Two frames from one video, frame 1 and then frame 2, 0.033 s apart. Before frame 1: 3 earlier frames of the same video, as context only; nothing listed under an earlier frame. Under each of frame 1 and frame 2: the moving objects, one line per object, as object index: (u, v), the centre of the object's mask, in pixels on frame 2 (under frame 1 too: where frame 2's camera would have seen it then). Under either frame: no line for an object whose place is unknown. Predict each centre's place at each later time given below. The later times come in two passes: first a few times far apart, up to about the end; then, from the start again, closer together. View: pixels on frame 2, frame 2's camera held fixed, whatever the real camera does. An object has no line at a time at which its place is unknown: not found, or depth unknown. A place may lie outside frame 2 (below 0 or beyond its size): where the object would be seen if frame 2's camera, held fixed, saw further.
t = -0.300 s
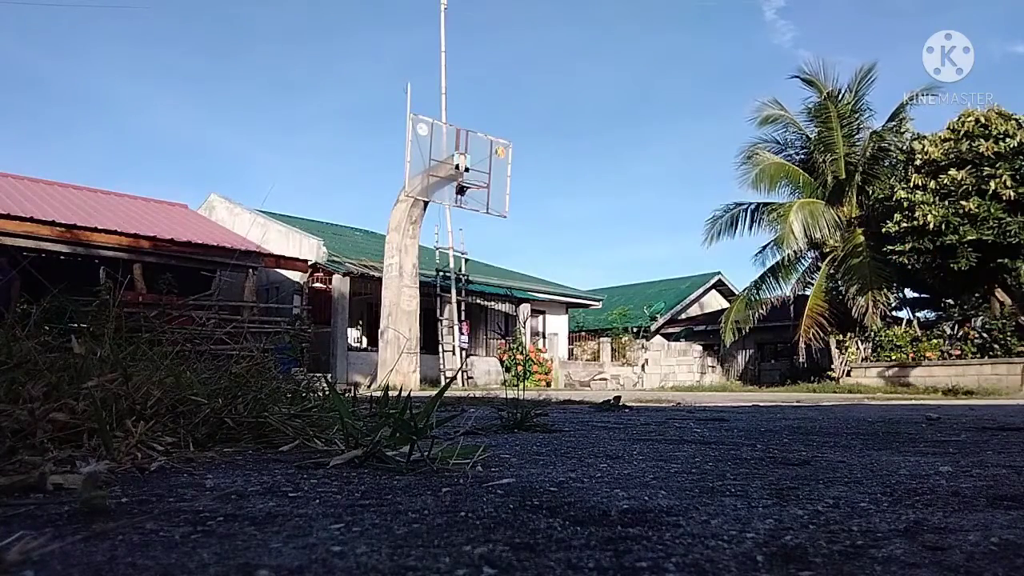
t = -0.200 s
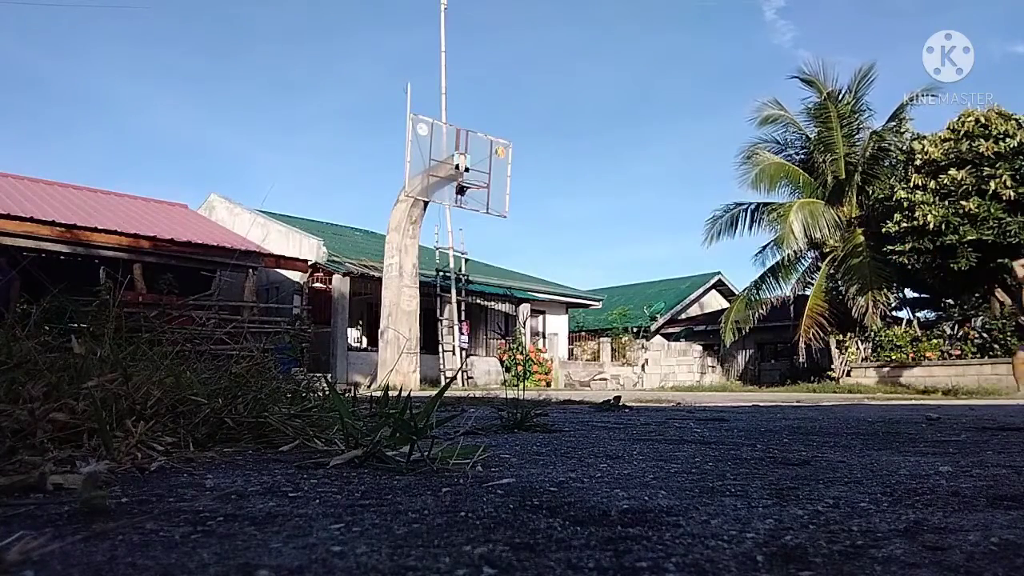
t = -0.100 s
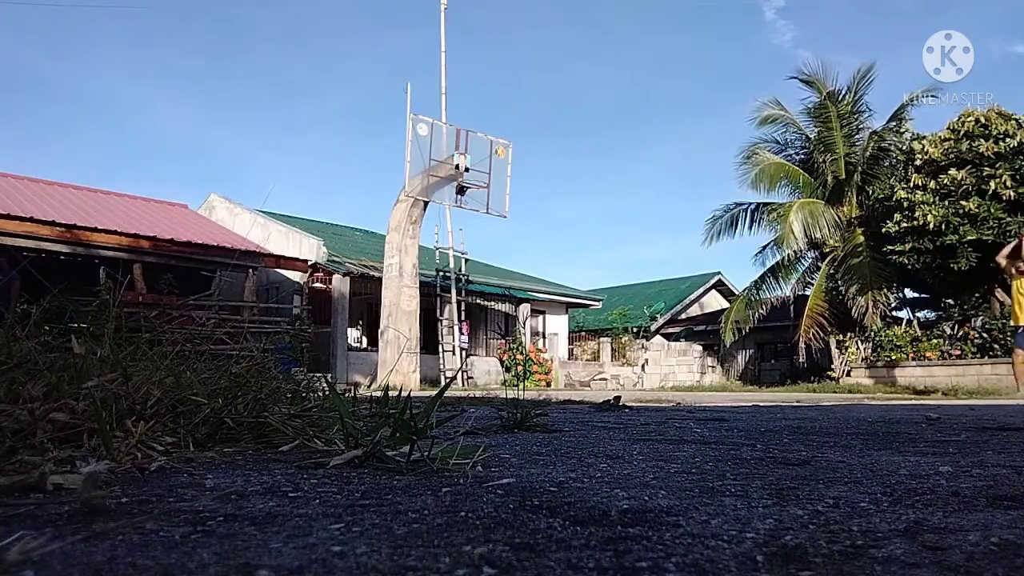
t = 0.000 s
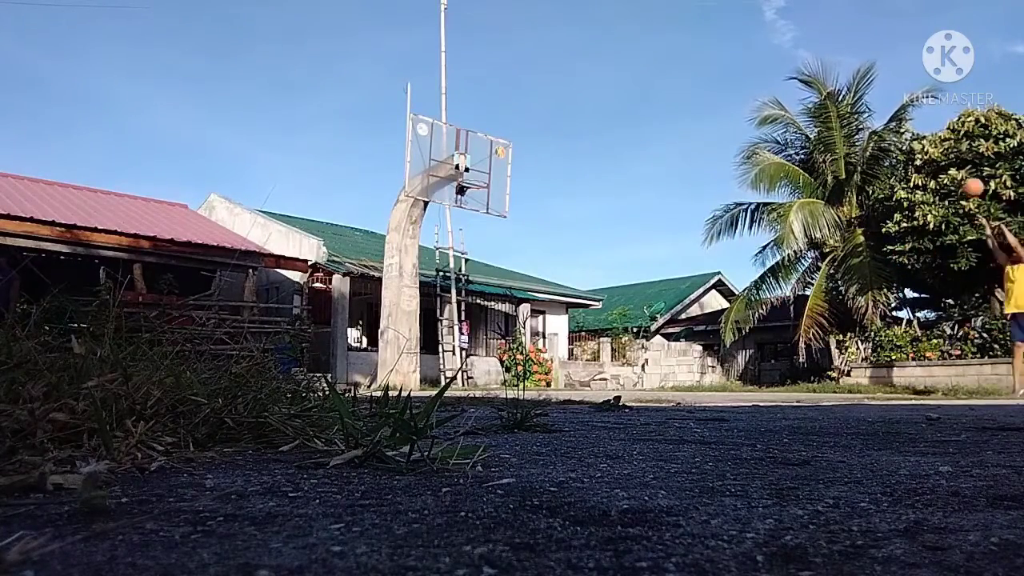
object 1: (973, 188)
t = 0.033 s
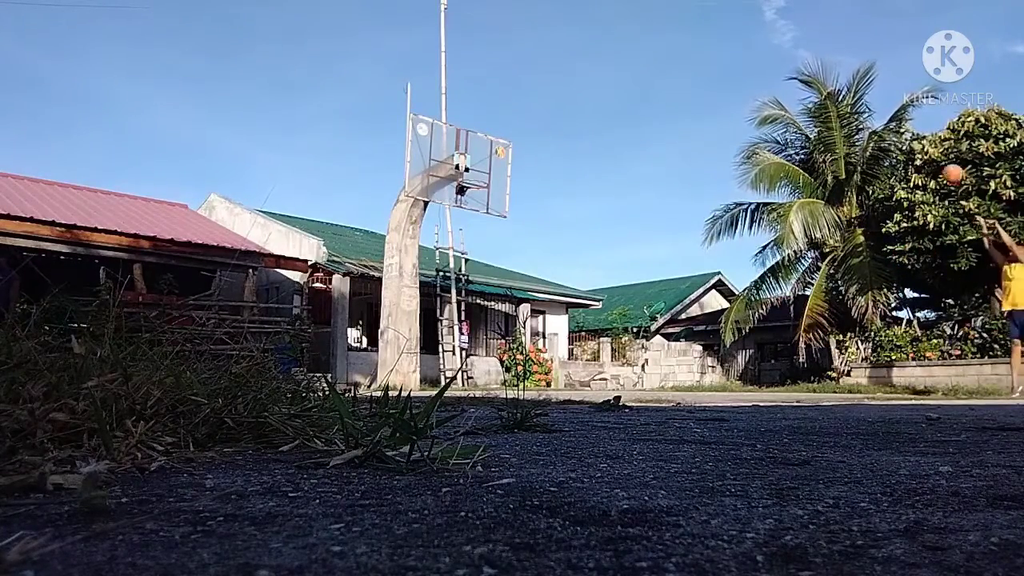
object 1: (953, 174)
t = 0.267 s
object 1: (819, 109)
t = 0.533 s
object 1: (687, 88)
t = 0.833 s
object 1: (558, 121)
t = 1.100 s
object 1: (472, 183)
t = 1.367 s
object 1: (486, 177)
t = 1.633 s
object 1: (495, 178)
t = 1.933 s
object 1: (505, 235)
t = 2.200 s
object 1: (513, 337)
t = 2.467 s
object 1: (518, 320)
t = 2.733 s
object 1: (524, 261)
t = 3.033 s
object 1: (528, 257)
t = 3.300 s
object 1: (532, 311)
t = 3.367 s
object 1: (534, 332)
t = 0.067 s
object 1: (932, 161)
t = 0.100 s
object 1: (912, 150)
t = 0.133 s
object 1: (893, 139)
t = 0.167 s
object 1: (874, 130)
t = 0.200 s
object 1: (855, 122)
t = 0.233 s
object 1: (837, 114)
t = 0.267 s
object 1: (819, 109)
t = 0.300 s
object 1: (802, 103)
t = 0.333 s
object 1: (784, 99)
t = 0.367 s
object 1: (767, 95)
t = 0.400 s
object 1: (751, 92)
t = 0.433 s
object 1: (734, 90)
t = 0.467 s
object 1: (718, 89)
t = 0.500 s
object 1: (703, 88)
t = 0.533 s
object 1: (687, 88)
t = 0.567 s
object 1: (673, 89)
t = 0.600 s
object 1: (658, 91)
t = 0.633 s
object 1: (643, 93)
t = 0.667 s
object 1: (628, 96)
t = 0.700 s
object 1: (614, 99)
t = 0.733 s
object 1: (600, 104)
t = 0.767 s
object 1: (586, 109)
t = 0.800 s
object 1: (572, 114)
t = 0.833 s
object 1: (558, 121)
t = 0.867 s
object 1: (545, 128)
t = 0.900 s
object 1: (532, 136)
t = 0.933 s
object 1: (518, 144)
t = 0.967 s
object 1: (504, 153)
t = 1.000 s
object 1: (492, 161)
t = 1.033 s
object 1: (480, 173)
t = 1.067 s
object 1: (467, 183)
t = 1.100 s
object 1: (472, 183)
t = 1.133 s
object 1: (475, 184)
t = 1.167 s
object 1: (473, 179)
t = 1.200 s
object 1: (472, 178)
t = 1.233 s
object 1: (472, 178)
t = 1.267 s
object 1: (474, 176)
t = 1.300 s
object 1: (479, 176)
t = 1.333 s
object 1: (482, 176)
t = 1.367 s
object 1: (486, 177)
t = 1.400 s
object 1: (487, 176)
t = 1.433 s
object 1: (488, 174)
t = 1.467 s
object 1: (489, 173)
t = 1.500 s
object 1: (491, 173)
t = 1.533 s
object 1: (491, 173)
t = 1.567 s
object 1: (493, 174)
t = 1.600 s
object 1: (494, 175)
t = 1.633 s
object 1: (495, 178)
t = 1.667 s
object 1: (497, 181)
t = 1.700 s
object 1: (497, 185)
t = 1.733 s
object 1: (499, 190)
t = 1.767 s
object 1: (500, 195)
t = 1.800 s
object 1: (501, 202)
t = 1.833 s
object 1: (501, 209)
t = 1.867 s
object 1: (503, 216)
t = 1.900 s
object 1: (504, 224)
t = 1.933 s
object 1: (505, 235)
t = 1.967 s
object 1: (507, 244)
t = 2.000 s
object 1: (508, 255)
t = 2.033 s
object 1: (508, 267)
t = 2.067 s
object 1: (509, 279)
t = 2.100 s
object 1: (511, 293)
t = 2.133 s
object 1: (511, 307)
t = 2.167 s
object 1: (512, 322)
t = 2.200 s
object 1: (513, 337)
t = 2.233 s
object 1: (516, 352)
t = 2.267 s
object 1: (516, 372)
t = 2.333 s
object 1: (516, 370)
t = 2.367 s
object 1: (517, 356)
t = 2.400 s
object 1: (516, 343)
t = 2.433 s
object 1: (518, 332)
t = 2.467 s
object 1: (518, 320)
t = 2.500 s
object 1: (521, 310)
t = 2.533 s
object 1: (522, 300)
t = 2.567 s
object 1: (521, 292)
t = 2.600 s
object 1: (522, 283)
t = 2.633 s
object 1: (522, 277)
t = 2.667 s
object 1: (523, 271)
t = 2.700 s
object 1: (524, 265)
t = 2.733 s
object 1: (524, 261)
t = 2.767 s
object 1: (525, 257)
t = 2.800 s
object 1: (525, 254)
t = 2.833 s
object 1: (526, 252)
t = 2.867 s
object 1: (526, 251)
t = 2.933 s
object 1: (527, 251)
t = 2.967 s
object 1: (528, 252)
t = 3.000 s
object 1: (528, 254)
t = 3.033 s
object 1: (528, 257)
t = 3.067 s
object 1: (529, 260)
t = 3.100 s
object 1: (529, 265)
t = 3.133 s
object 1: (530, 271)
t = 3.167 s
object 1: (530, 277)
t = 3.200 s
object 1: (531, 284)
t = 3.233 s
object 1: (531, 291)
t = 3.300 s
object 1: (532, 311)
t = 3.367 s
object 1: (534, 332)
